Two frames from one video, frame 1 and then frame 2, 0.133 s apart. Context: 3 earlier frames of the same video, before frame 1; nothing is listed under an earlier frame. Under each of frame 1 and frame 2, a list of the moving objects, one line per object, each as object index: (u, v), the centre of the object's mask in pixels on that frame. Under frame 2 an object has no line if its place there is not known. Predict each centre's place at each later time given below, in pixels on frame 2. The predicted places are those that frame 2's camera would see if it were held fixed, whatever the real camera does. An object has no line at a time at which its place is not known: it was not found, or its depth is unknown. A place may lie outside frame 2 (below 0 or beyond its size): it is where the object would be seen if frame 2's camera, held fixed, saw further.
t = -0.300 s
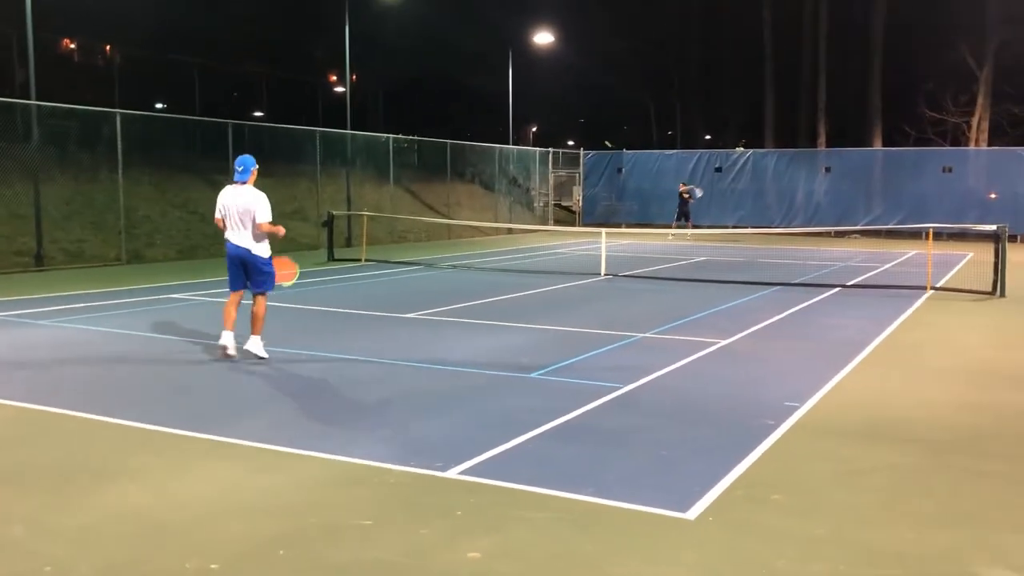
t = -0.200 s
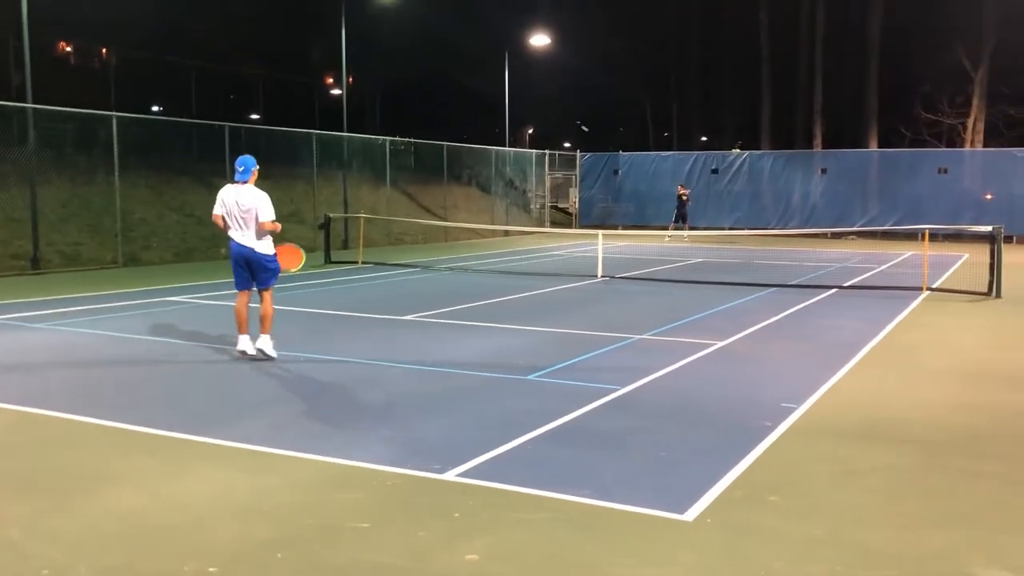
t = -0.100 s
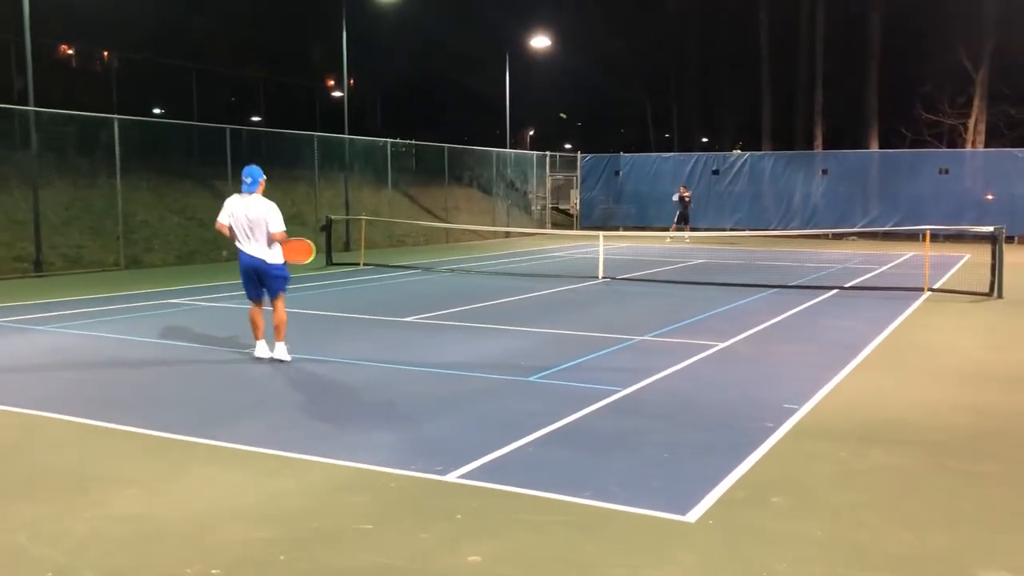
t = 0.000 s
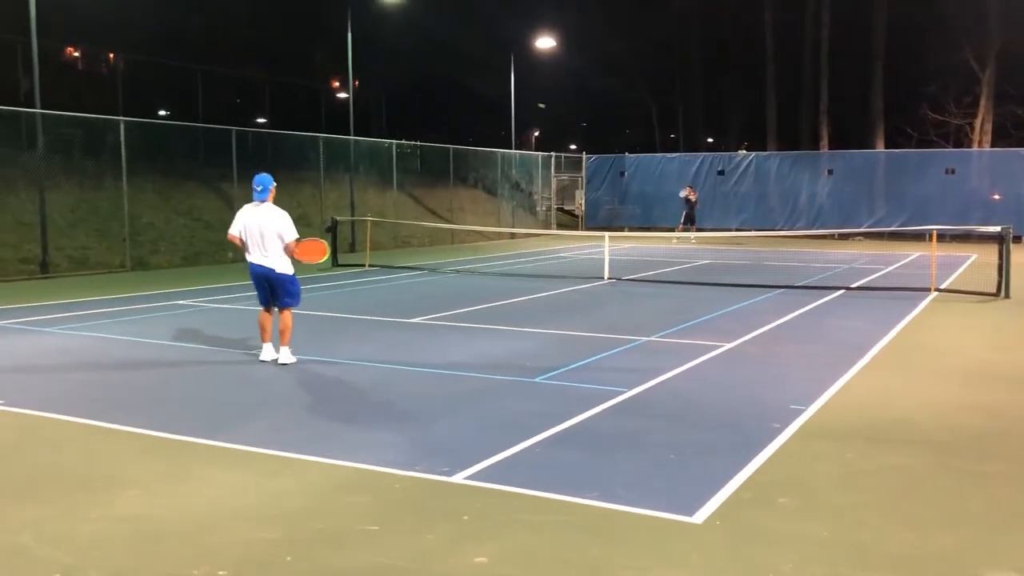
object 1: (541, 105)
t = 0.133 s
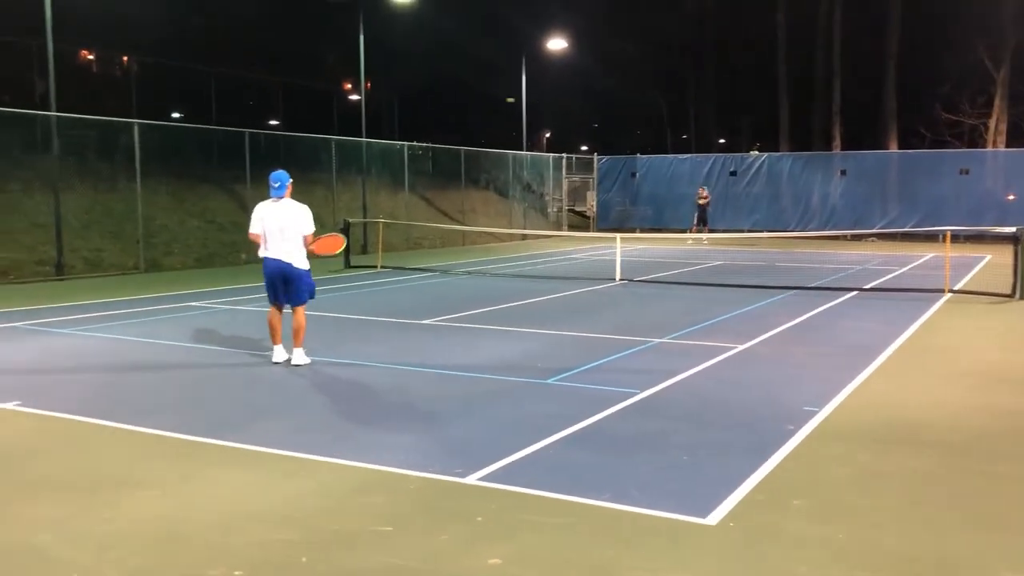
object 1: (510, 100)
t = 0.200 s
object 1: (485, 101)
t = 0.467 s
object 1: (350, 141)
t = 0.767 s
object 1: (64, 333)
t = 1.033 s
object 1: (-284, 296)
